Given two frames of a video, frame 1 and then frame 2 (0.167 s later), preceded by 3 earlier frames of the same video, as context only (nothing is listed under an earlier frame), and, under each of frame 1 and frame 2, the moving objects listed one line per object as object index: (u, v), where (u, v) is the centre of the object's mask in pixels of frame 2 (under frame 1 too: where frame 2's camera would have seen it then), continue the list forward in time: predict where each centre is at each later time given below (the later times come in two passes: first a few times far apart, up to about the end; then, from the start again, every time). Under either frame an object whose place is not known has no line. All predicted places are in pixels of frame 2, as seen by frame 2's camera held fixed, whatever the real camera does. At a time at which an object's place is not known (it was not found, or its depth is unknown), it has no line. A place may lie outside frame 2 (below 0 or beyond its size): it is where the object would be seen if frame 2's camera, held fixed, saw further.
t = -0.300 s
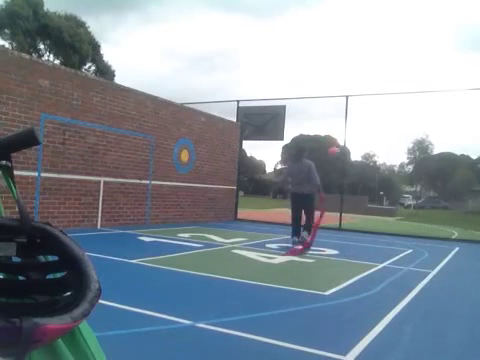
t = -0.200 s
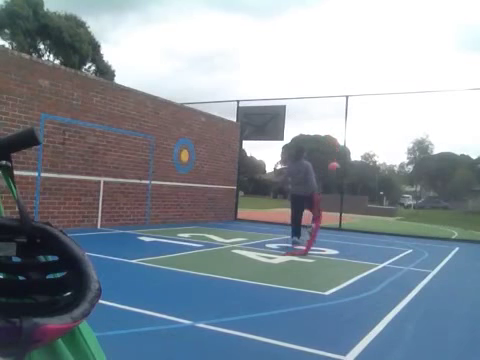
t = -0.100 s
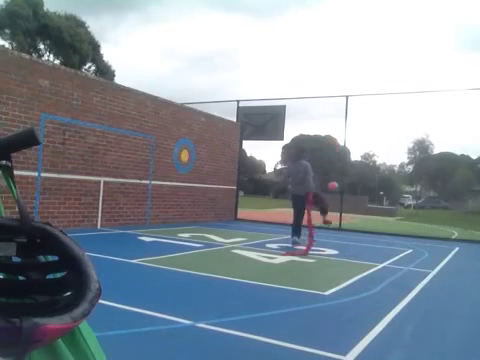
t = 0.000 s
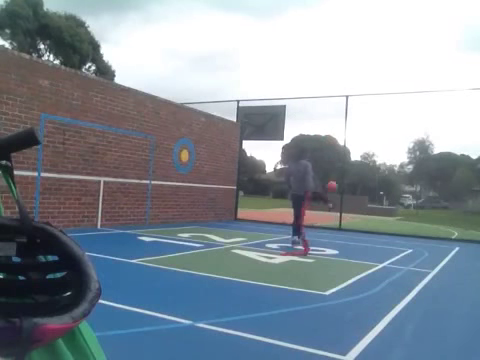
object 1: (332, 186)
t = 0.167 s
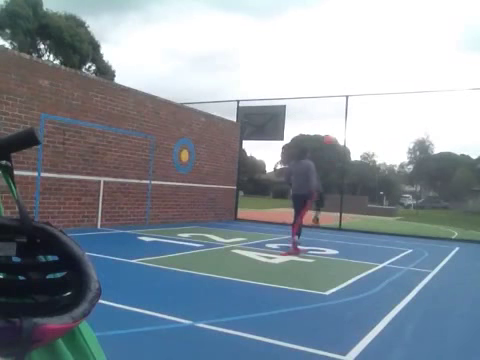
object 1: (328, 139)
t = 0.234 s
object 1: (327, 126)
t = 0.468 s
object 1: (320, 93)
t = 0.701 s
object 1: (311, 87)
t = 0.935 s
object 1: (300, 111)
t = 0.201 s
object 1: (328, 132)
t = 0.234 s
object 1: (327, 126)
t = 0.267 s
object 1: (326, 120)
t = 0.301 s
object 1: (325, 114)
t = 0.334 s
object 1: (324, 109)
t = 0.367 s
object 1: (323, 104)
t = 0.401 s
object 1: (323, 100)
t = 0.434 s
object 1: (321, 96)
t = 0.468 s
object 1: (320, 93)
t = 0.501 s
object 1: (319, 90)
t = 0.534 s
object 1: (318, 88)
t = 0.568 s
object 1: (317, 87)
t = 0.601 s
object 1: (315, 86)
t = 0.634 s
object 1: (314, 86)
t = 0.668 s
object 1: (313, 86)
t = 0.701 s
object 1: (311, 87)
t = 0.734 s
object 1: (310, 89)
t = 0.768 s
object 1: (308, 91)
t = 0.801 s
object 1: (306, 93)
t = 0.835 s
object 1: (305, 97)
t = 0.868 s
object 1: (303, 101)
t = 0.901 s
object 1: (302, 106)
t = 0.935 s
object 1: (300, 111)
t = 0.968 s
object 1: (298, 118)
